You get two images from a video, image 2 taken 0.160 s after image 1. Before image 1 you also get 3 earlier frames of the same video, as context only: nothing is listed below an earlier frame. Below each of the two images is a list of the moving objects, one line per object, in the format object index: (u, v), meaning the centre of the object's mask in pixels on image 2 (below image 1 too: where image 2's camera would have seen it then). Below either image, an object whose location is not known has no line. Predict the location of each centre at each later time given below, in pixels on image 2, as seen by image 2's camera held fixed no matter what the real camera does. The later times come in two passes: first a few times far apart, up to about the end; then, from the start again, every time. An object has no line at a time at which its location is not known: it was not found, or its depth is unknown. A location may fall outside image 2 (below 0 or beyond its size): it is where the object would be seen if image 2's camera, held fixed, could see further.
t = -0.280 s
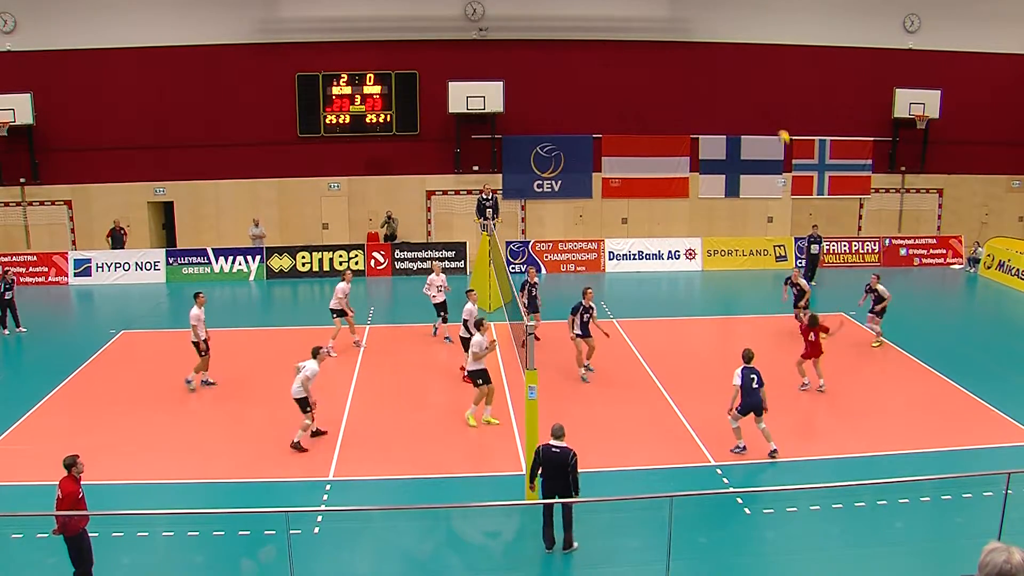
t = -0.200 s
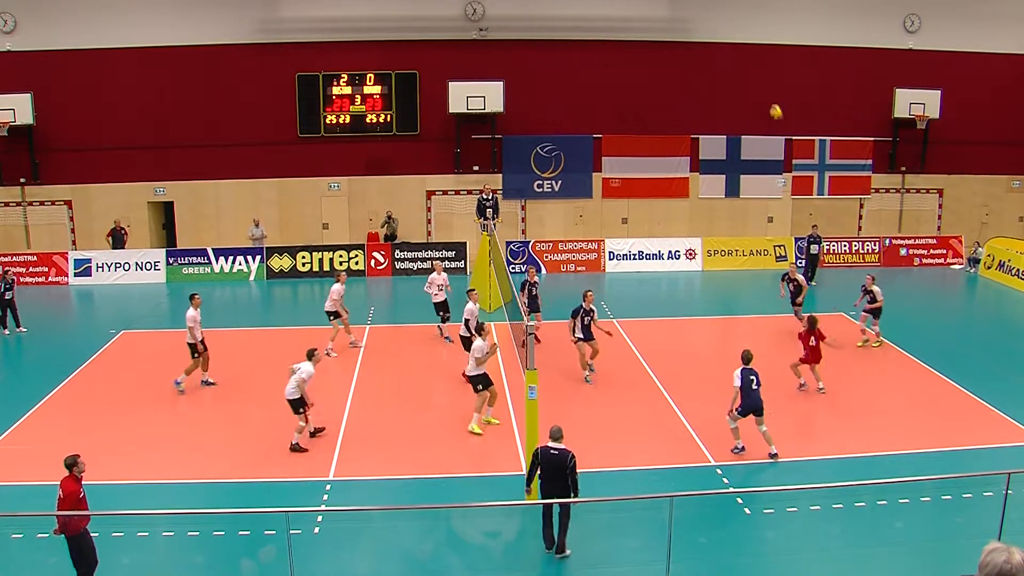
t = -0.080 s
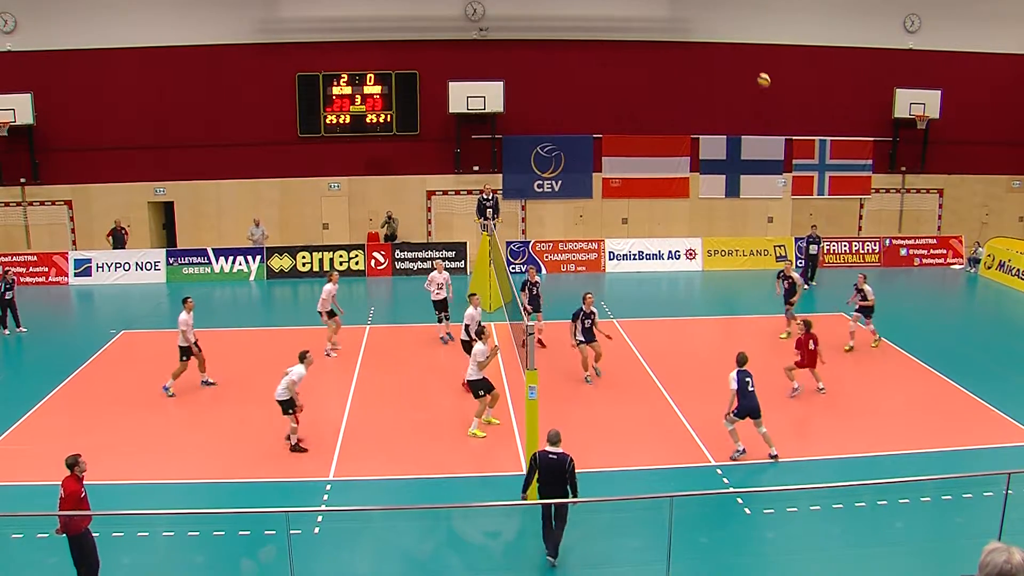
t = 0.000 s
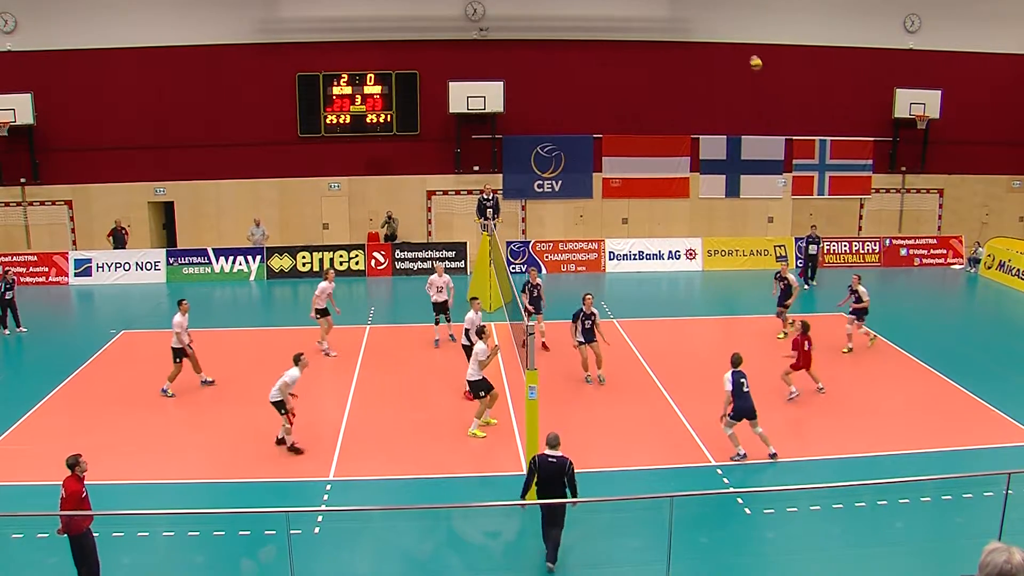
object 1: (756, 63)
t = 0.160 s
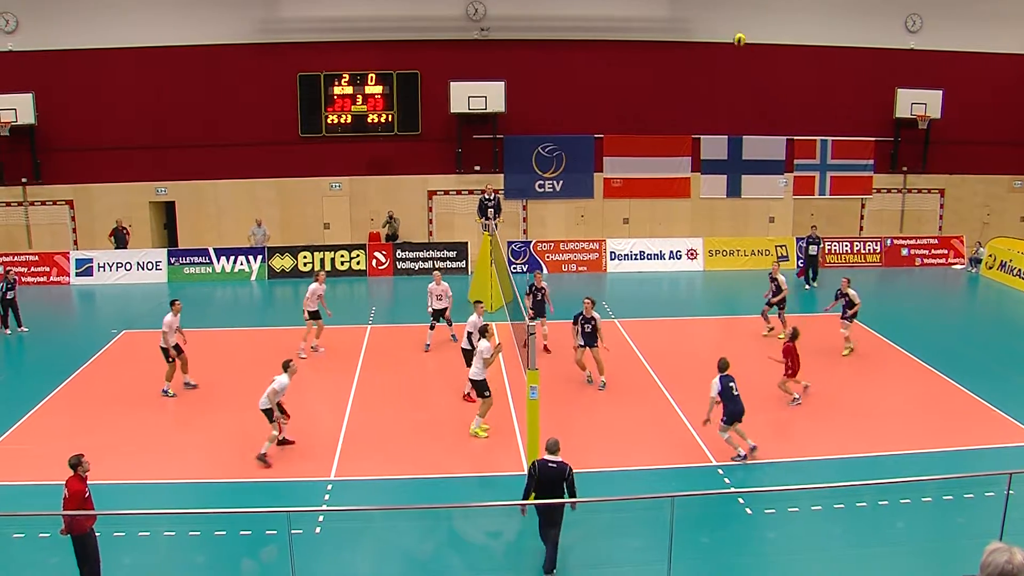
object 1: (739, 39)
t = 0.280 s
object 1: (726, 31)
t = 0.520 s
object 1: (701, 42)
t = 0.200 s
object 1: (735, 35)
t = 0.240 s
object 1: (730, 32)
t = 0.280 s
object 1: (726, 31)
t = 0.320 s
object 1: (722, 30)
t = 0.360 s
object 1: (718, 31)
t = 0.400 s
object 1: (714, 31)
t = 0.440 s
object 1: (710, 34)
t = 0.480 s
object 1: (705, 38)
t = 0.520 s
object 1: (701, 42)
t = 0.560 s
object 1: (697, 47)
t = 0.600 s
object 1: (693, 53)
